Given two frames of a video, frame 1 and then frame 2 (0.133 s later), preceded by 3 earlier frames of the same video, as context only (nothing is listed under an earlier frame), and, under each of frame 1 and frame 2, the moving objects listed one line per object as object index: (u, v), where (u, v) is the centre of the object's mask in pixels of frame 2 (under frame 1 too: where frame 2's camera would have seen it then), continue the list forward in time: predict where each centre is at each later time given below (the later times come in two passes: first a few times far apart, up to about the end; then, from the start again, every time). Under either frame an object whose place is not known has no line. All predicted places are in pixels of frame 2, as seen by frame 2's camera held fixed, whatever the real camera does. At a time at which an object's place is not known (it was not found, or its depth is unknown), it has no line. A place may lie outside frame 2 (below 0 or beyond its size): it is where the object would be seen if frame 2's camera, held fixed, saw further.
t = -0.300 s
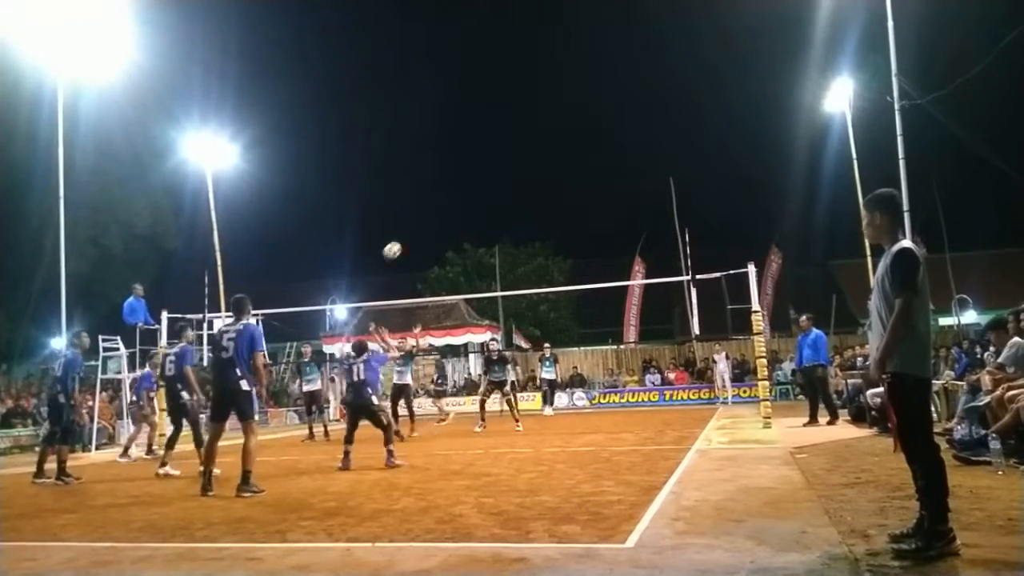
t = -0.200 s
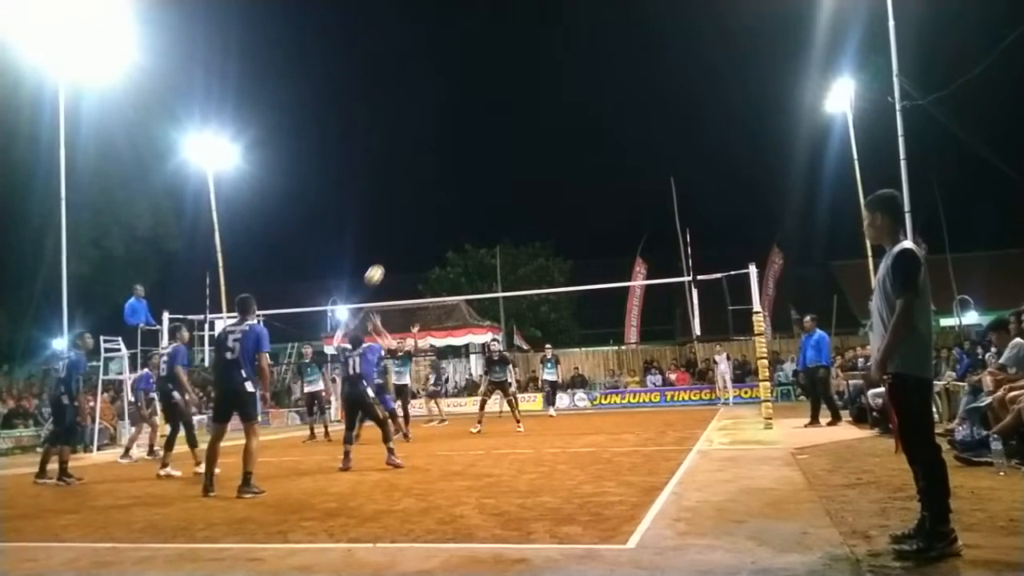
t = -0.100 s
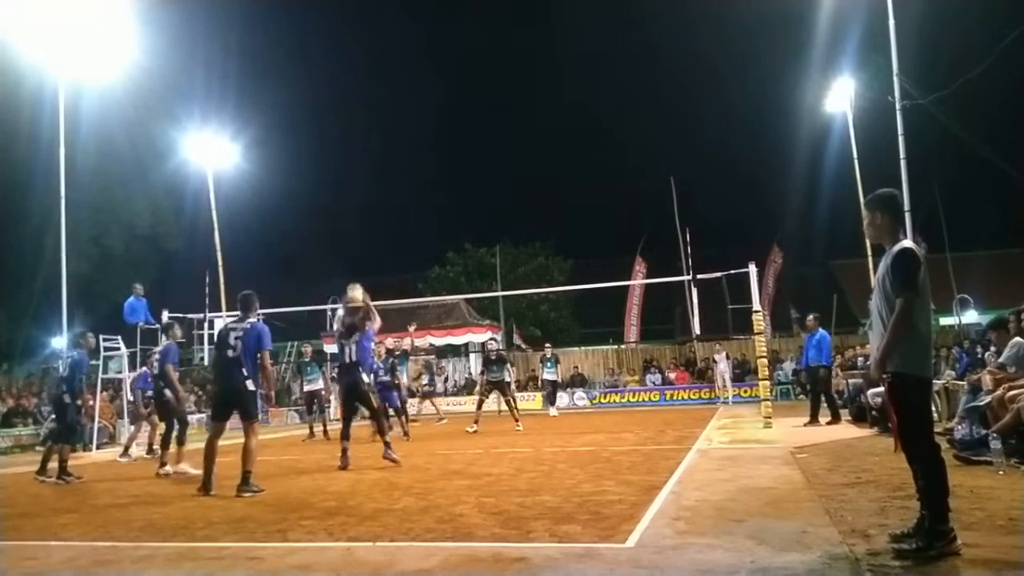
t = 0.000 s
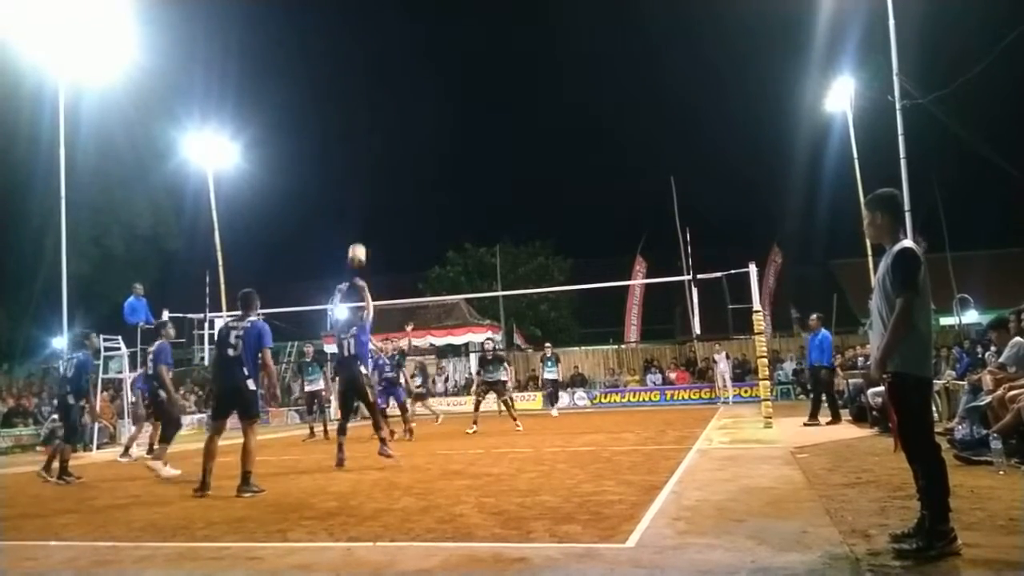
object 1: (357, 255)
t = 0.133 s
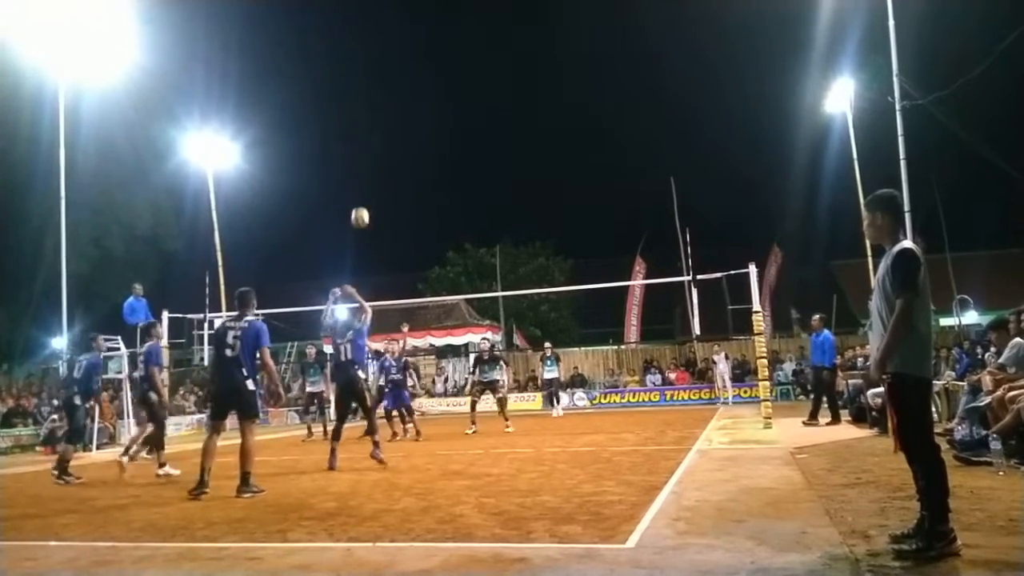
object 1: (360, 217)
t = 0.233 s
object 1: (363, 199)
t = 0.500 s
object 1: (371, 184)
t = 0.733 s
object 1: (380, 209)
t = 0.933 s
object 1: (389, 255)
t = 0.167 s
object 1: (361, 210)
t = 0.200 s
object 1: (362, 204)
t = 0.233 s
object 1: (363, 199)
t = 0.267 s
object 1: (364, 194)
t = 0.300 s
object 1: (364, 190)
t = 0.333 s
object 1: (366, 187)
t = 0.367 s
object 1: (366, 185)
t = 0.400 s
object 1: (368, 183)
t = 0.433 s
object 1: (369, 183)
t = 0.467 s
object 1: (370, 183)
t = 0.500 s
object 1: (371, 184)
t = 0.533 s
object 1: (372, 185)
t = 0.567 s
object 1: (374, 187)
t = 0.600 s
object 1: (375, 191)
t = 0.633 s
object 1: (376, 194)
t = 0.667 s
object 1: (378, 198)
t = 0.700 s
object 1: (379, 204)
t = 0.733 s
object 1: (380, 209)
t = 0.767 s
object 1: (382, 215)
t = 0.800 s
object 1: (383, 223)
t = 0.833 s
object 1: (385, 230)
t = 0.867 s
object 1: (386, 238)
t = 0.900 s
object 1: (387, 247)
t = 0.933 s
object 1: (389, 255)
